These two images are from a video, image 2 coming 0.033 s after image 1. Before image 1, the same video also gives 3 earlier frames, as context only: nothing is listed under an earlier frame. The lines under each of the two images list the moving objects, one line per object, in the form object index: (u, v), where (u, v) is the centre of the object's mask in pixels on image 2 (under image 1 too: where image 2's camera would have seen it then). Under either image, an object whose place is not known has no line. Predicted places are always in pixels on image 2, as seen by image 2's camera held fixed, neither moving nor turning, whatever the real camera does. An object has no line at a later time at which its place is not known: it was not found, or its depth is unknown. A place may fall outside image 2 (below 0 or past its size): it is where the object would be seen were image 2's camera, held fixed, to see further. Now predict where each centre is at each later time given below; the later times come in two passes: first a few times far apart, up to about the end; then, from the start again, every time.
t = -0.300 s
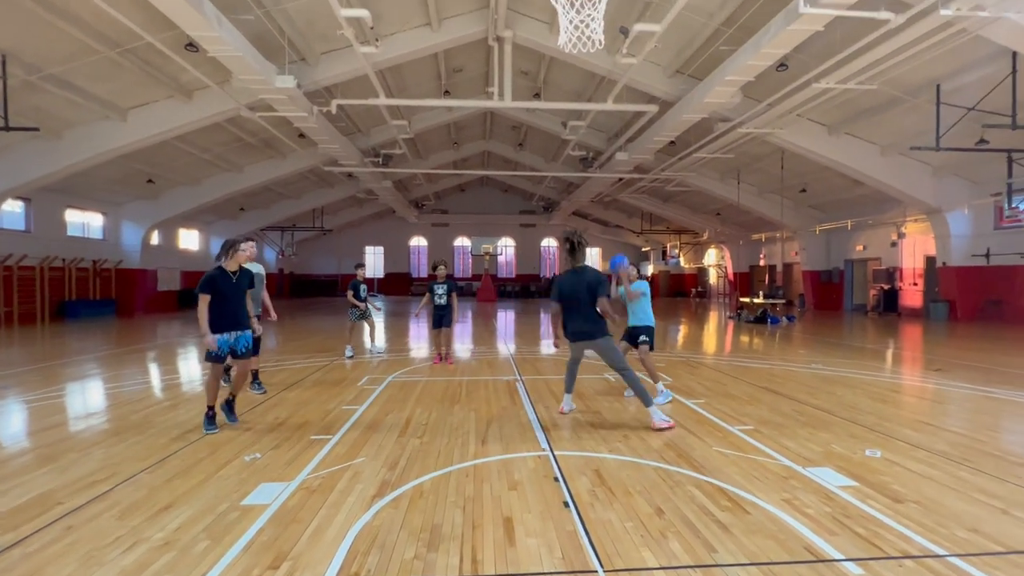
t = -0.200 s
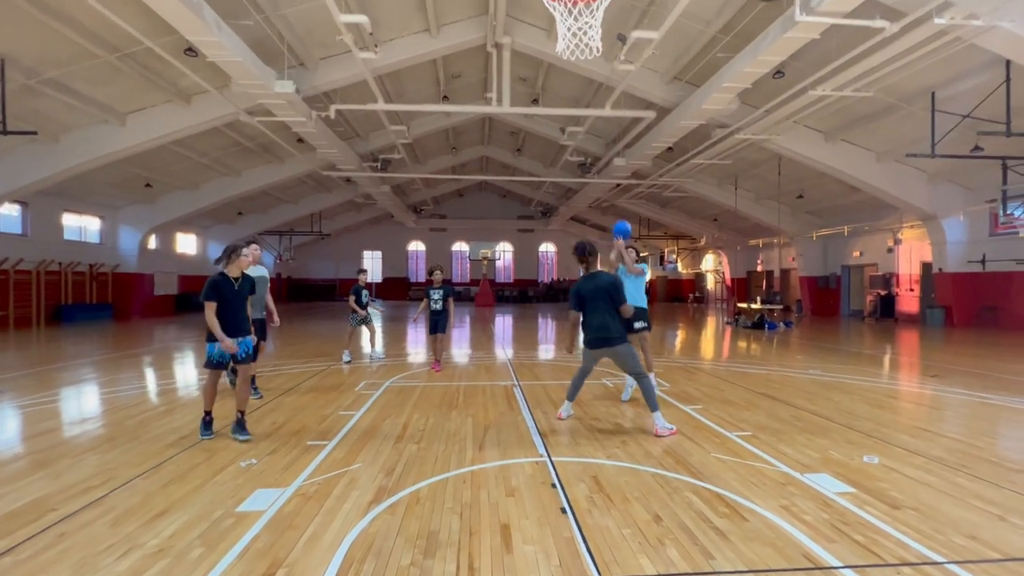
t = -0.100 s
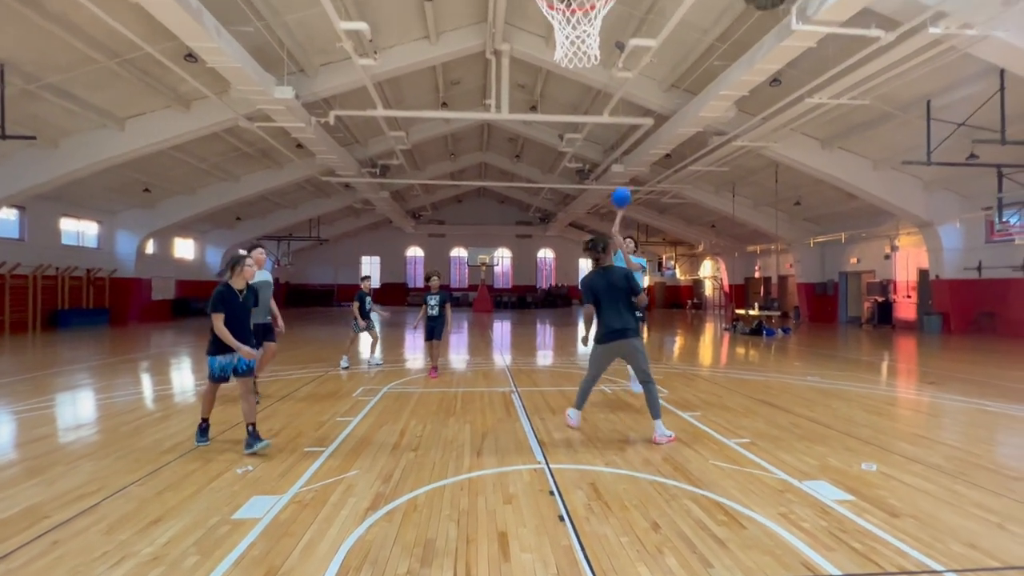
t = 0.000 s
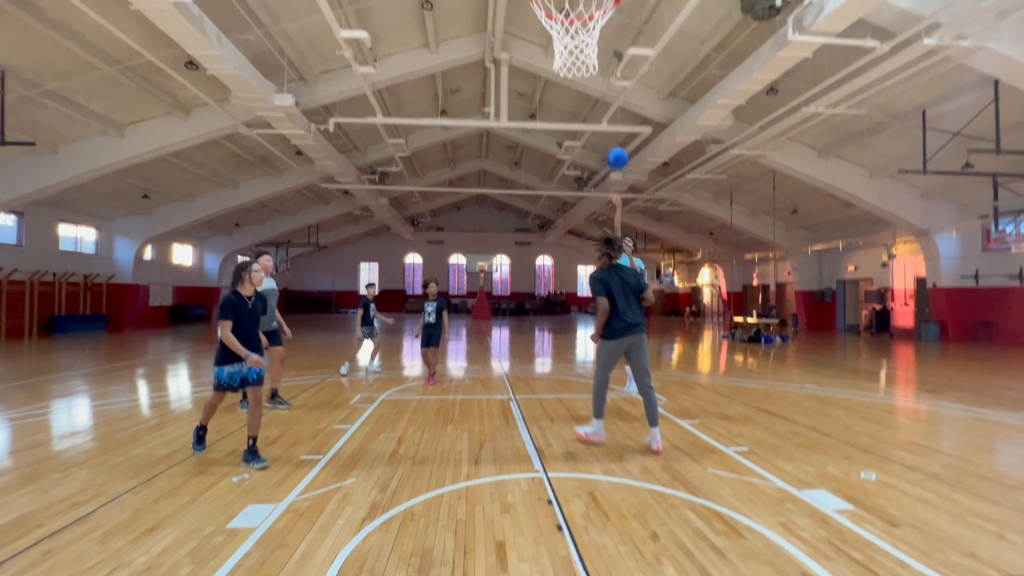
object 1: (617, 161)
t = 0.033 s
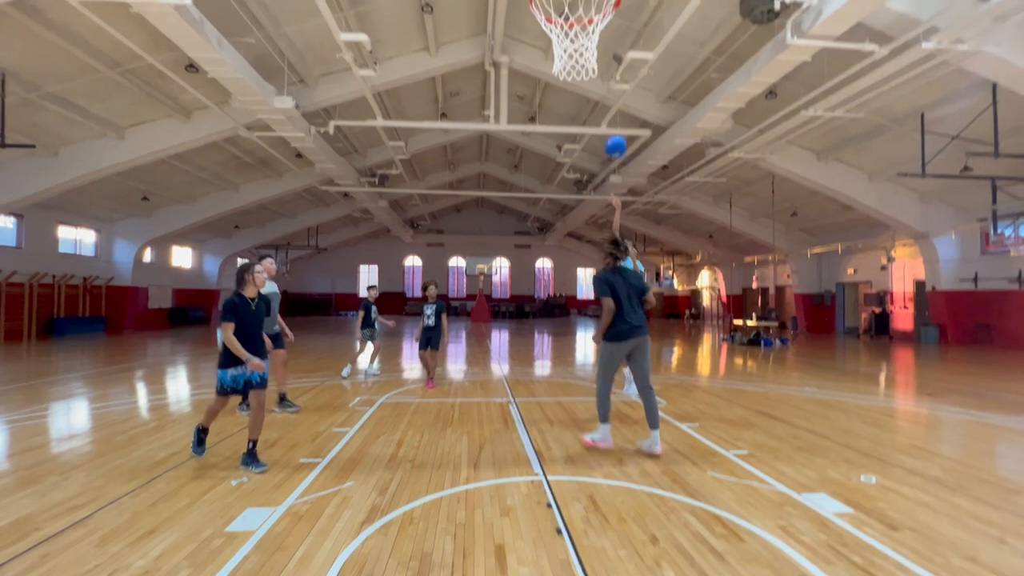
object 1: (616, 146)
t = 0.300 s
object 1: (608, 43)
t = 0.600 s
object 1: (588, -8)
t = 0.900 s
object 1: (566, 16)
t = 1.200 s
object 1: (573, 103)
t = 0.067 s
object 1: (615, 132)
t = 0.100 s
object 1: (613, 118)
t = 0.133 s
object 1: (613, 104)
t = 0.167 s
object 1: (612, 90)
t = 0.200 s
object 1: (610, 77)
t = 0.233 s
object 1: (609, 65)
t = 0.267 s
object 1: (608, 54)
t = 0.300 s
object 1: (608, 43)
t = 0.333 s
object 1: (607, 33)
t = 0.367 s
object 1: (605, 22)
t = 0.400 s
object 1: (603, 12)
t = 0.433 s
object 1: (599, 4)
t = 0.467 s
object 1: (598, 1)
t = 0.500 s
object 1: (596, -2)
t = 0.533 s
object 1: (594, -4)
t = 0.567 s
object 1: (591, -6)
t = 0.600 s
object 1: (588, -8)
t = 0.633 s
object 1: (585, -9)
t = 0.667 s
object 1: (584, -9)
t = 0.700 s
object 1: (582, -8)
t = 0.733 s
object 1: (579, -8)
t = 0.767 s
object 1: (577, -6)
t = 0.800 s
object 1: (574, -3)
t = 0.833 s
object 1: (571, 1)
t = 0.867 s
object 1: (569, 7)
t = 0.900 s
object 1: (566, 16)
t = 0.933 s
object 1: (563, 22)
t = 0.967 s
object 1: (564, 26)
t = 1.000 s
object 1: (565, 29)
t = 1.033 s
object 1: (566, 35)
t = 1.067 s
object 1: (567, 45)
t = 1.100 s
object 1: (569, 56)
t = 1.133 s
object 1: (570, 68)
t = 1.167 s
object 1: (572, 85)
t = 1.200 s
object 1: (573, 103)
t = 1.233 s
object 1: (574, 124)
